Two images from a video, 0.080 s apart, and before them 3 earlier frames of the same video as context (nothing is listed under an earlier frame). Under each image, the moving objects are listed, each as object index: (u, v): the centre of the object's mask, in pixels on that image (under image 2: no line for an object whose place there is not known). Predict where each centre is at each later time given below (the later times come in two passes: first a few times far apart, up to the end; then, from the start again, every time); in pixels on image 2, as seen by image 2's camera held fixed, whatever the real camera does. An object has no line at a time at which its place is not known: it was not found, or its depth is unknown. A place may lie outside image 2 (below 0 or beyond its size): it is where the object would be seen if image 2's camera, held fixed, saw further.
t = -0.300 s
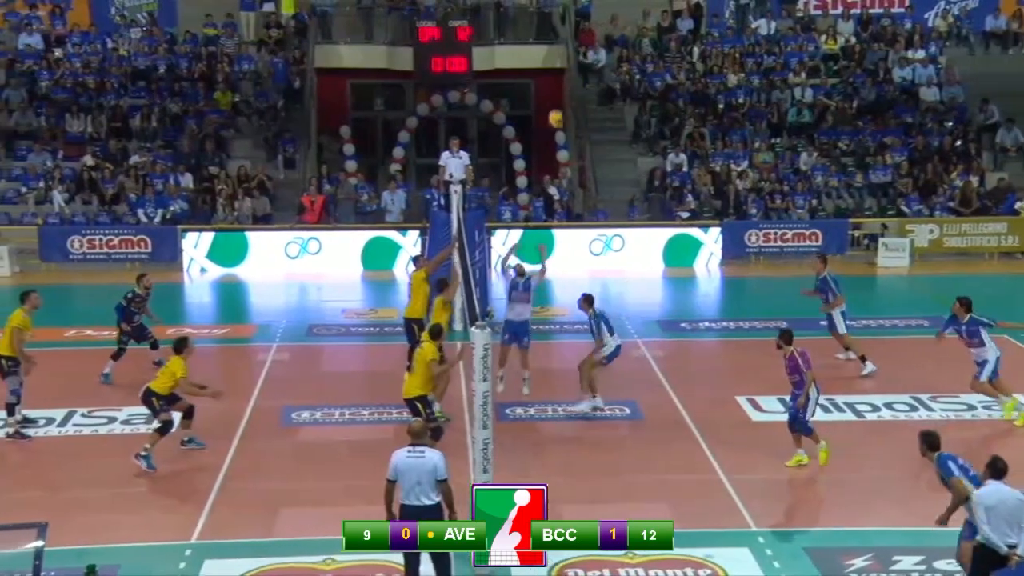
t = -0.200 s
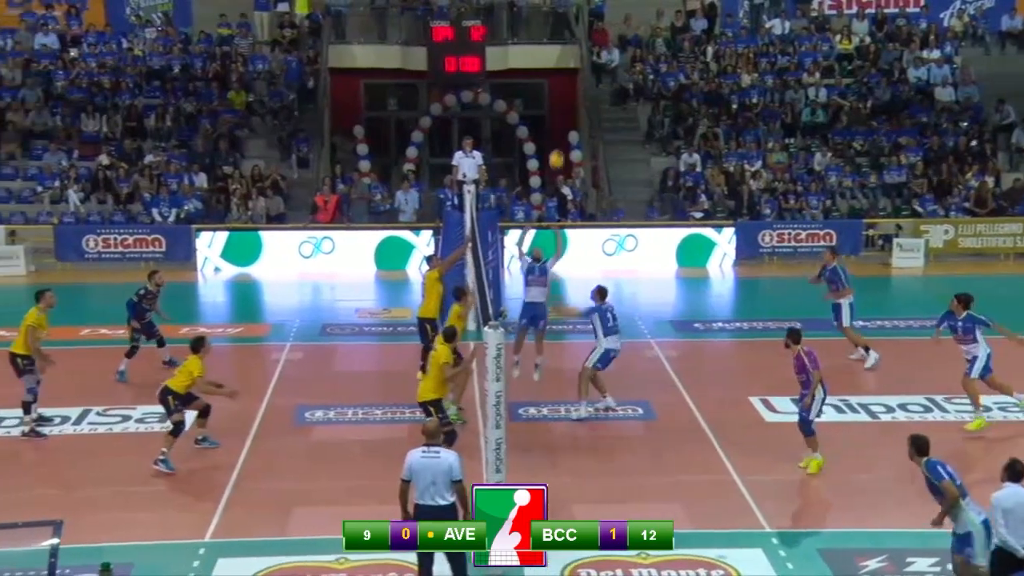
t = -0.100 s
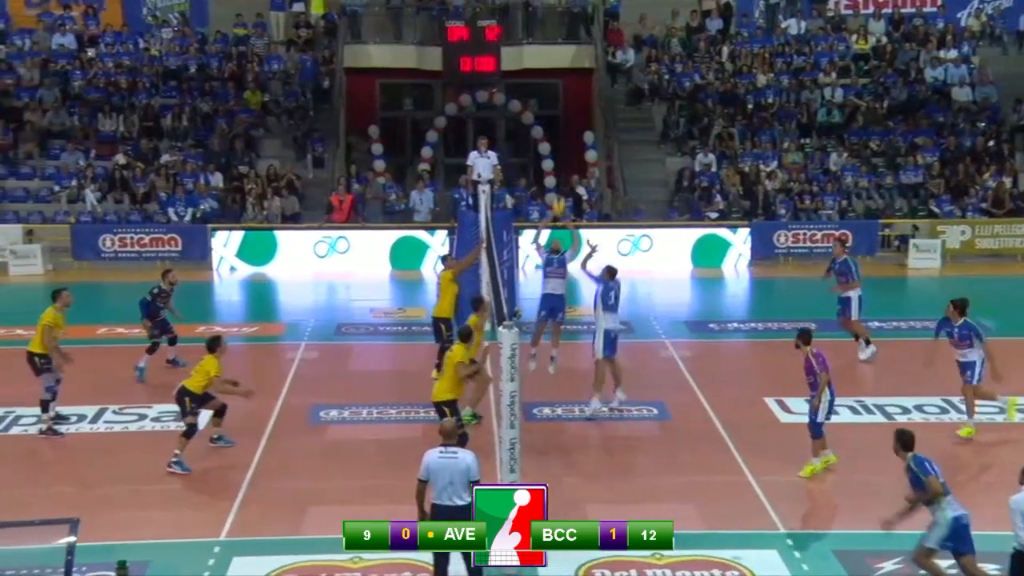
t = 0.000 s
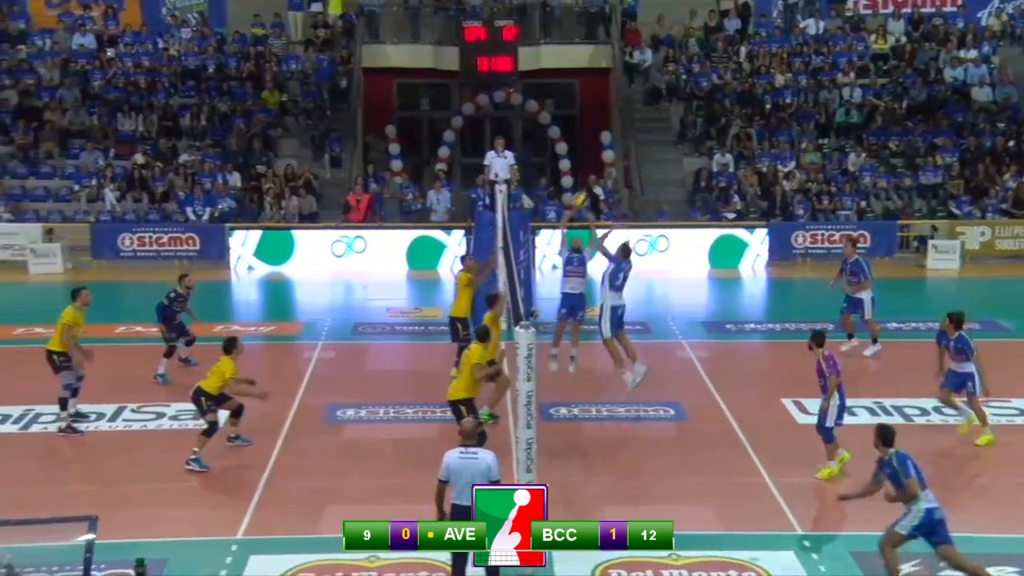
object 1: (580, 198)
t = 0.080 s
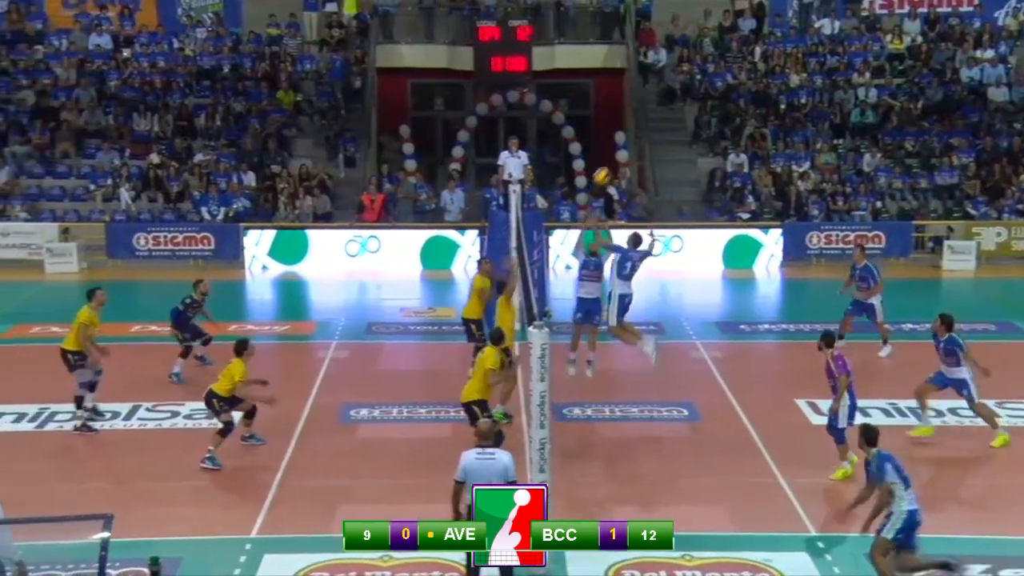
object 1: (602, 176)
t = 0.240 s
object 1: (618, 140)
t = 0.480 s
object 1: (640, 123)
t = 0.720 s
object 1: (661, 148)
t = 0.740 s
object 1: (663, 152)
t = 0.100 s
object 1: (604, 170)
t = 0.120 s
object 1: (606, 166)
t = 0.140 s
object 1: (608, 161)
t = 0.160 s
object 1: (610, 156)
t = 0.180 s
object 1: (611, 152)
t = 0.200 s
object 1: (613, 148)
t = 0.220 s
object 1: (615, 144)
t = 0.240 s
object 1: (618, 140)
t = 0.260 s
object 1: (619, 138)
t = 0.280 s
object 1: (621, 134)
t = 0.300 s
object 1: (623, 132)
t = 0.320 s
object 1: (625, 130)
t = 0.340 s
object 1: (628, 127)
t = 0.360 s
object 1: (629, 126)
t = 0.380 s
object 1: (631, 125)
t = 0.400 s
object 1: (632, 124)
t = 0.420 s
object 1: (634, 123)
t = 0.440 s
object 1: (636, 123)
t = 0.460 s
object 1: (638, 123)
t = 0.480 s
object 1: (640, 123)
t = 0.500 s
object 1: (642, 123)
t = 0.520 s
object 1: (643, 124)
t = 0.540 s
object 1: (645, 125)
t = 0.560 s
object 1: (647, 127)
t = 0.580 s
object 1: (648, 128)
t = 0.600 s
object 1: (651, 130)
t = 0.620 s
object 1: (652, 132)
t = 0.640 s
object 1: (654, 135)
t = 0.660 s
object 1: (656, 137)
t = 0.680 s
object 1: (658, 141)
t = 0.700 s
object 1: (659, 144)
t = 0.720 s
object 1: (661, 148)
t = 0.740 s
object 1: (663, 152)
